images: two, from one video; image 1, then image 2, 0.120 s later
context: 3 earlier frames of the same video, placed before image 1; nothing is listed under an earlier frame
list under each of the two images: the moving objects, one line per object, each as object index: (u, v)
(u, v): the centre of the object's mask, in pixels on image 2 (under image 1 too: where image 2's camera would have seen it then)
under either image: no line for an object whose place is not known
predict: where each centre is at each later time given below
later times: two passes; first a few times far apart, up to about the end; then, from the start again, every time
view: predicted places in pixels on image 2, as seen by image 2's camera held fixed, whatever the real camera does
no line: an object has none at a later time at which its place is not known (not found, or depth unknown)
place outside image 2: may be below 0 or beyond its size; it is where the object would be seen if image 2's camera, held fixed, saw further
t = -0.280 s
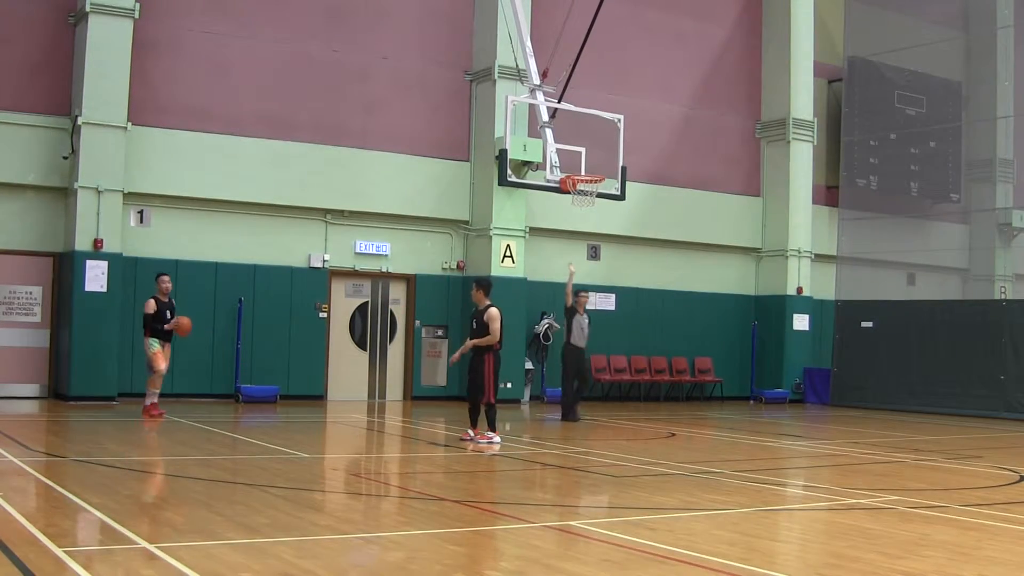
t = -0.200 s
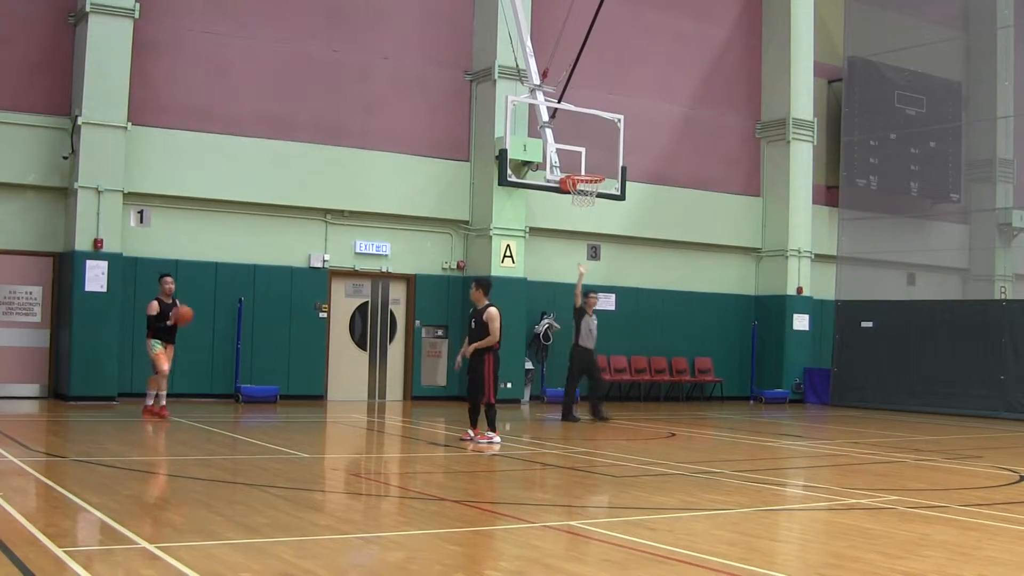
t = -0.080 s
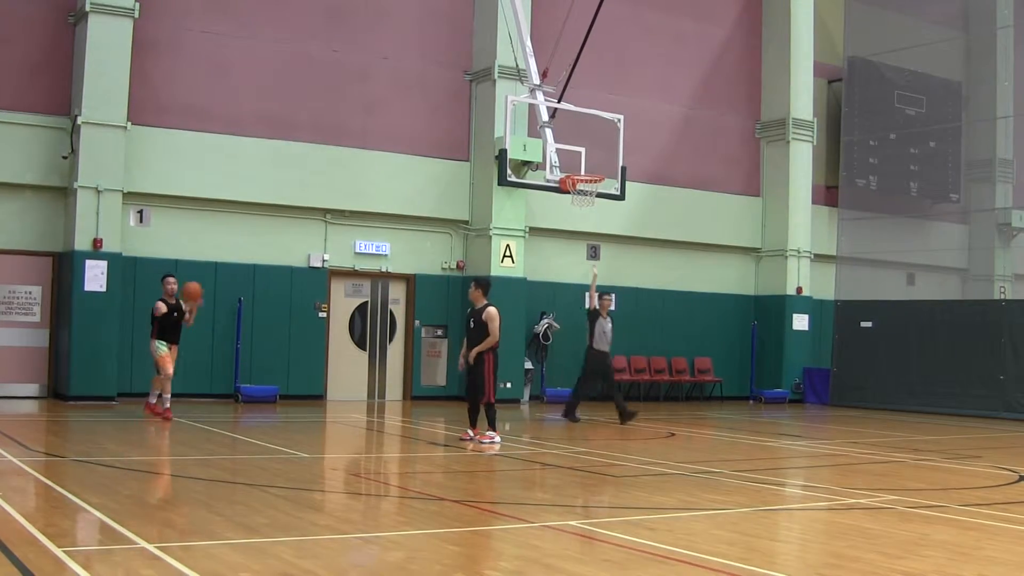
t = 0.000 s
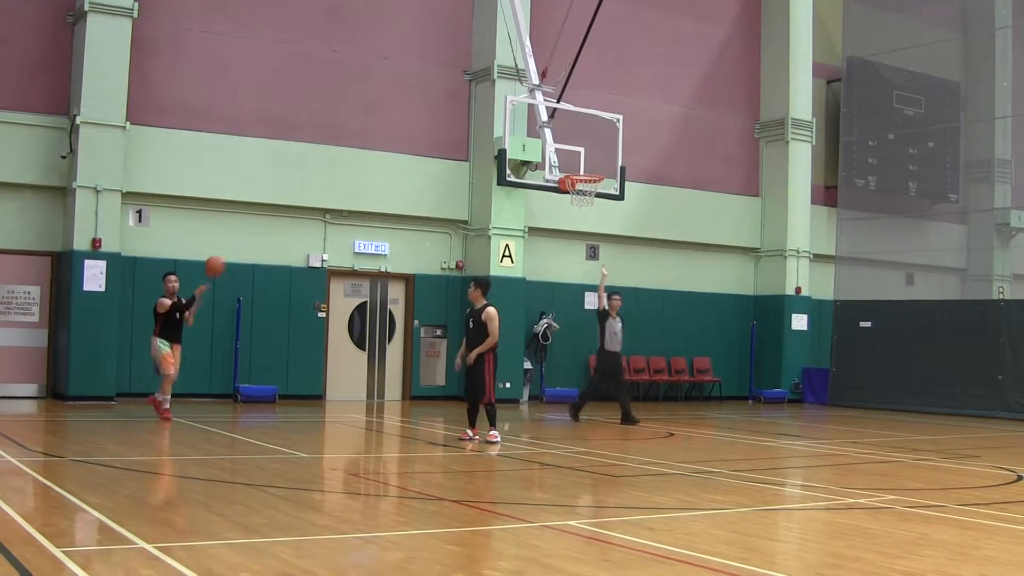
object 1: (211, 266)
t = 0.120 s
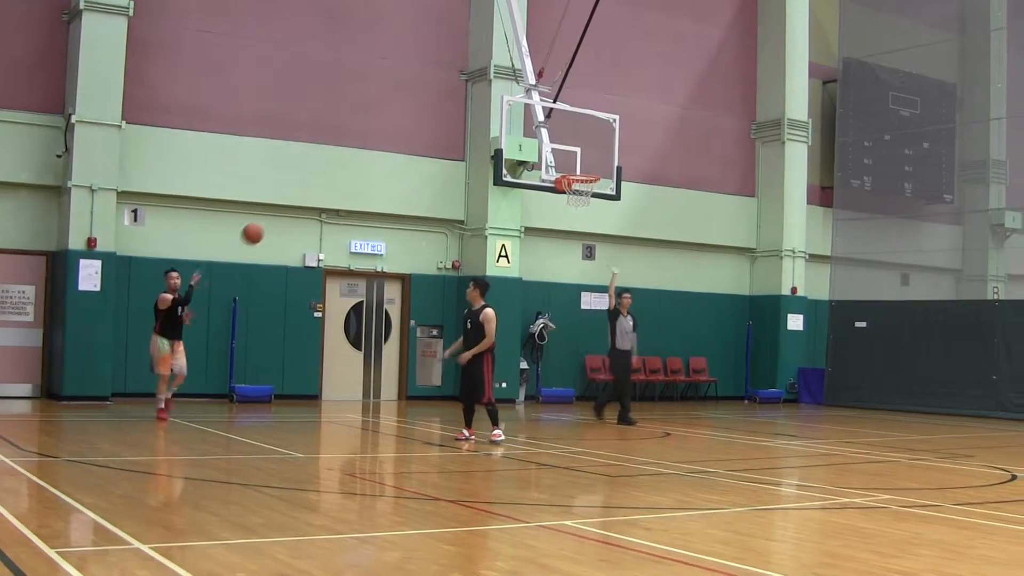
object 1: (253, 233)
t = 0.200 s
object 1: (281, 219)
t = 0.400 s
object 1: (348, 203)
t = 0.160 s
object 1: (266, 226)
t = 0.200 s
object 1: (281, 219)
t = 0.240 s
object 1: (296, 213)
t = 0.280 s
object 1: (310, 208)
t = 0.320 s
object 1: (323, 205)
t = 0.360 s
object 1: (336, 203)
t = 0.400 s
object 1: (348, 203)
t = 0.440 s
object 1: (360, 204)
